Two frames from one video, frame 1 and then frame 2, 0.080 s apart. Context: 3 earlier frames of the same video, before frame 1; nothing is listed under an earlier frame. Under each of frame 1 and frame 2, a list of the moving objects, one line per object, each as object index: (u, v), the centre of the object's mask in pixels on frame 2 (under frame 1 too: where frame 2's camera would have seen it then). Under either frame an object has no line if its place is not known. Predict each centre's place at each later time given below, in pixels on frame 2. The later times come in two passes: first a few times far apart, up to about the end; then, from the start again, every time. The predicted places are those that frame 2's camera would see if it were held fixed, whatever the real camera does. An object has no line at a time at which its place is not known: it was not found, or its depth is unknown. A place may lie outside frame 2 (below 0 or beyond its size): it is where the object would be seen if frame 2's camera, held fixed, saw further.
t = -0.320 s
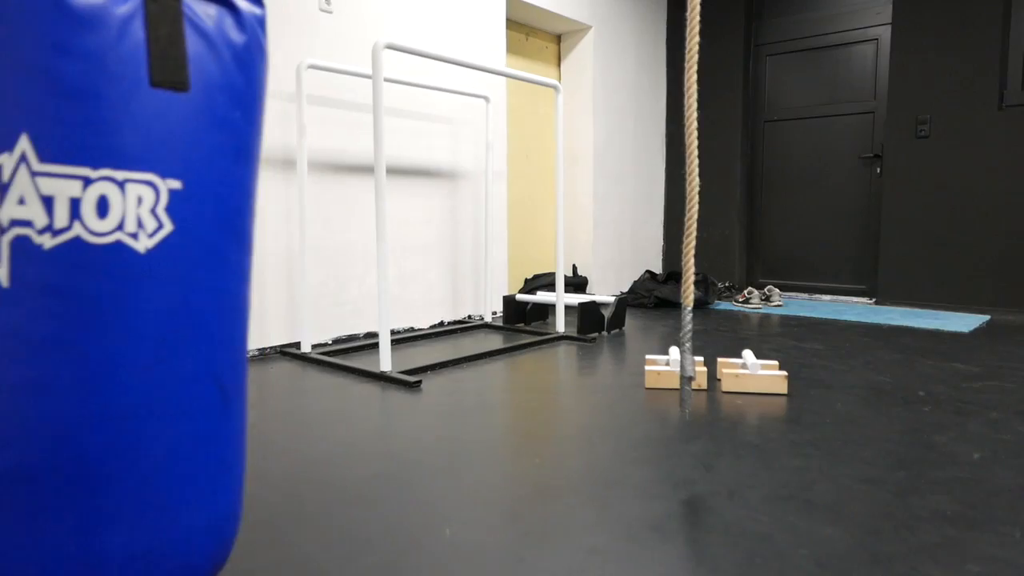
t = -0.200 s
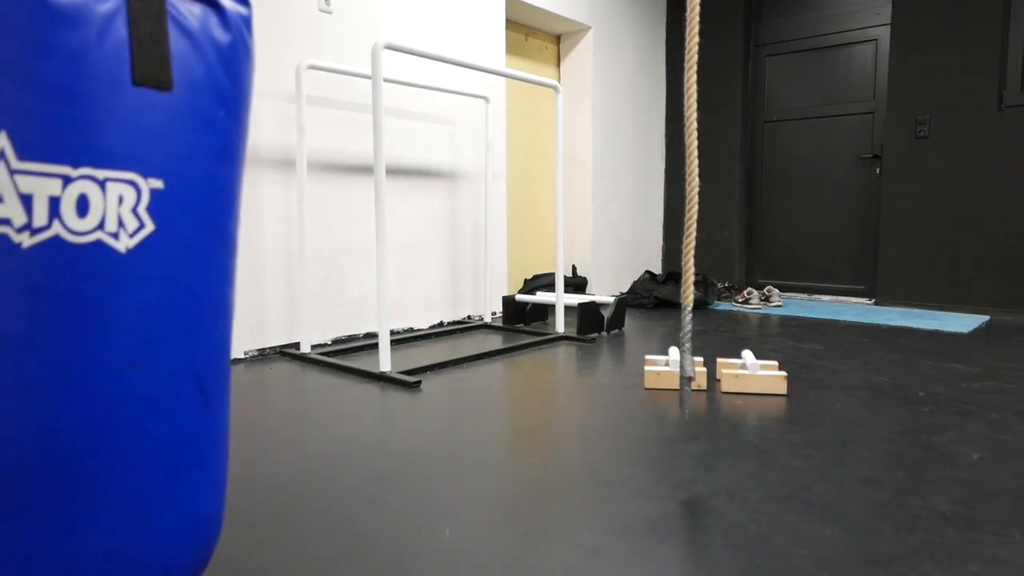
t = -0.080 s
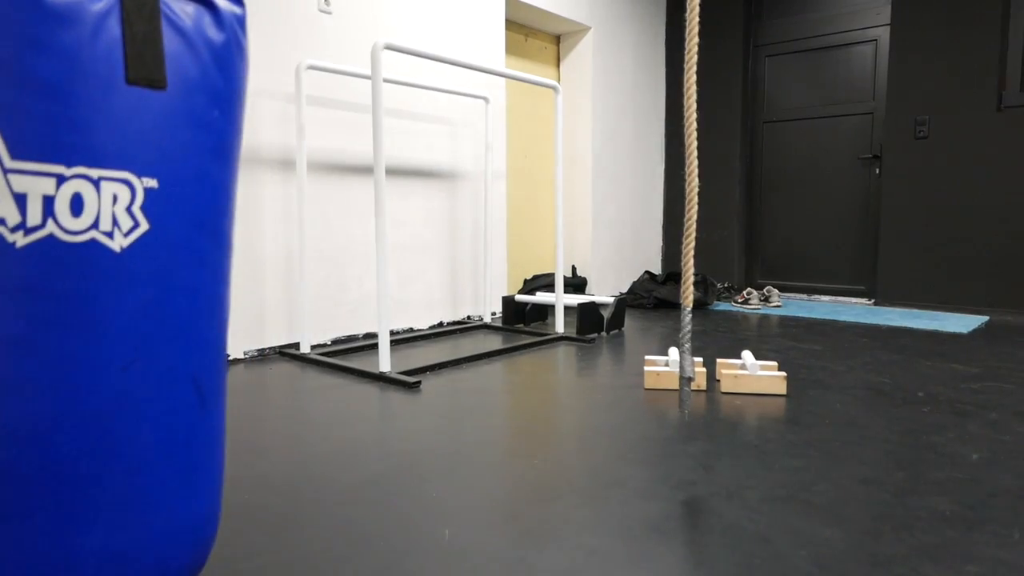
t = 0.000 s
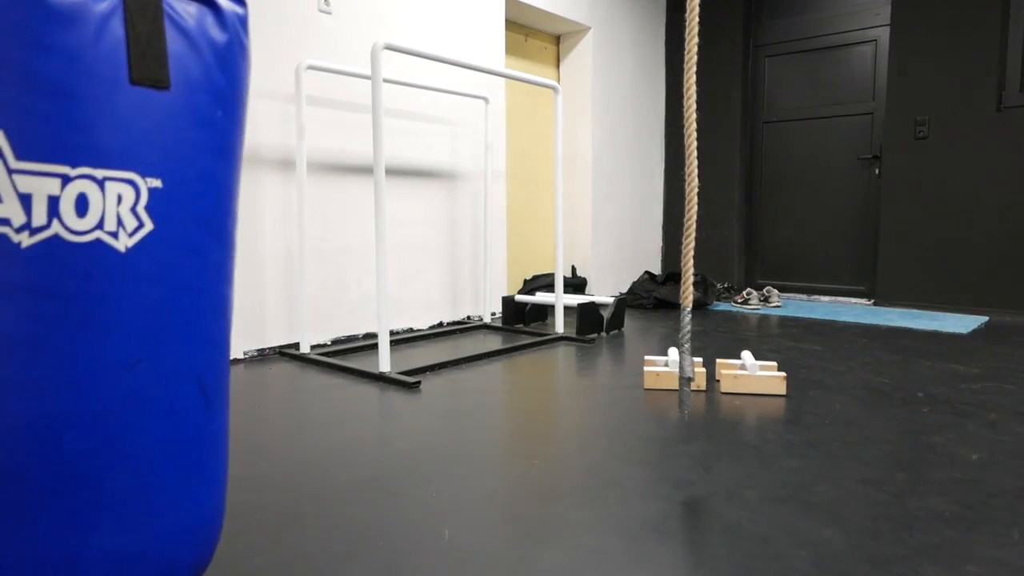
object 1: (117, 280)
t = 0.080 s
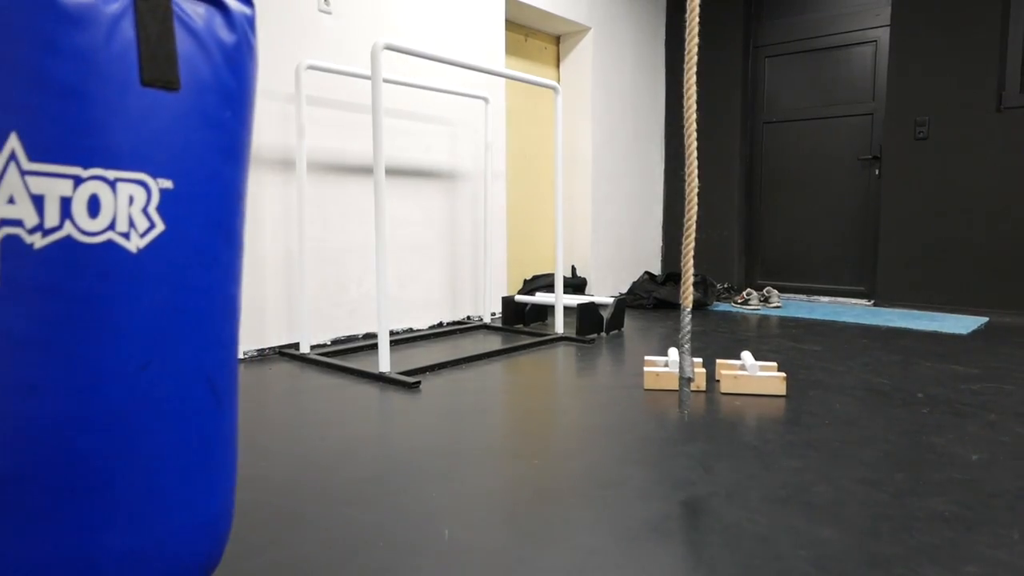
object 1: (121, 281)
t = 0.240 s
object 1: (136, 283)
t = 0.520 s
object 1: (194, 287)
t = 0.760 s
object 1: (285, 285)
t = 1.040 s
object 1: (369, 282)
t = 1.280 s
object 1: (402, 280)
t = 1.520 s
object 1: (394, 279)
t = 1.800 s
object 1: (338, 282)
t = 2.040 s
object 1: (258, 284)
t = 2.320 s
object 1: (167, 287)
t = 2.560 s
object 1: (137, 284)
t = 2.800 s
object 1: (128, 285)
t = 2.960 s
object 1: (133, 284)
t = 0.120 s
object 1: (124, 282)
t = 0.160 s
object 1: (127, 282)
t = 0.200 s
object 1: (132, 282)
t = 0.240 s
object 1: (136, 283)
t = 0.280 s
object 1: (141, 284)
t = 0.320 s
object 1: (147, 286)
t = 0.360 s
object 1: (153, 288)
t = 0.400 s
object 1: (158, 288)
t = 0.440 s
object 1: (165, 289)
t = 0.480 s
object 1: (178, 288)
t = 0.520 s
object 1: (194, 287)
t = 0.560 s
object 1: (209, 287)
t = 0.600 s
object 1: (225, 287)
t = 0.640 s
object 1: (241, 286)
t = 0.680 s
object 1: (256, 286)
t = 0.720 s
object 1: (271, 286)
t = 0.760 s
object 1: (285, 285)
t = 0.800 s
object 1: (299, 285)
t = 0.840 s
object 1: (312, 284)
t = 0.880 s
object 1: (325, 284)
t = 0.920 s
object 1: (337, 284)
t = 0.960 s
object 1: (349, 284)
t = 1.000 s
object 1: (359, 283)
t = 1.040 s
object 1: (369, 282)
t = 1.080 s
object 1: (377, 281)
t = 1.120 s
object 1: (384, 281)
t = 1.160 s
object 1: (390, 281)
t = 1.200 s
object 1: (395, 280)
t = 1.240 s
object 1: (399, 280)
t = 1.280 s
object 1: (402, 280)
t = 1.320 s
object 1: (403, 279)
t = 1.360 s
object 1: (403, 279)
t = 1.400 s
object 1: (403, 279)
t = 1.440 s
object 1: (401, 278)
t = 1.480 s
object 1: (398, 279)
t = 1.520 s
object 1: (394, 279)
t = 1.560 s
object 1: (390, 279)
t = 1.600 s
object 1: (384, 280)
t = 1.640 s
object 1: (377, 280)
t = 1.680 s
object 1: (368, 281)
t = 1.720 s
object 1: (359, 281)
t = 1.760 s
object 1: (349, 281)
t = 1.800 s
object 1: (338, 282)
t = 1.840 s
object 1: (326, 282)
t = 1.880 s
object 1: (314, 283)
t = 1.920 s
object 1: (300, 283)
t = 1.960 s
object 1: (287, 284)
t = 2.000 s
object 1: (272, 284)
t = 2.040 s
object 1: (258, 284)
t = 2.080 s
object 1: (243, 285)
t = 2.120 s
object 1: (228, 285)
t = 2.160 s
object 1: (213, 286)
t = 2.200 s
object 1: (198, 286)
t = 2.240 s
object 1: (183, 286)
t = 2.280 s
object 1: (173, 287)
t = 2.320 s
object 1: (167, 287)
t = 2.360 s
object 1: (161, 287)
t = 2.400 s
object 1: (156, 287)
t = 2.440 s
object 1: (151, 286)
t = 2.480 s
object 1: (146, 286)
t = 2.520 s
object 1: (141, 285)
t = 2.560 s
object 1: (137, 284)
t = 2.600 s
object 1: (134, 284)
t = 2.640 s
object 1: (132, 284)
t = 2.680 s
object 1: (130, 283)
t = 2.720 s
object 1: (129, 283)
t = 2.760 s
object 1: (128, 285)
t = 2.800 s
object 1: (128, 285)
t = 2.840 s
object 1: (129, 286)
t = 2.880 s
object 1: (130, 286)
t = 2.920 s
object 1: (131, 286)
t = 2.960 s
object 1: (133, 284)
